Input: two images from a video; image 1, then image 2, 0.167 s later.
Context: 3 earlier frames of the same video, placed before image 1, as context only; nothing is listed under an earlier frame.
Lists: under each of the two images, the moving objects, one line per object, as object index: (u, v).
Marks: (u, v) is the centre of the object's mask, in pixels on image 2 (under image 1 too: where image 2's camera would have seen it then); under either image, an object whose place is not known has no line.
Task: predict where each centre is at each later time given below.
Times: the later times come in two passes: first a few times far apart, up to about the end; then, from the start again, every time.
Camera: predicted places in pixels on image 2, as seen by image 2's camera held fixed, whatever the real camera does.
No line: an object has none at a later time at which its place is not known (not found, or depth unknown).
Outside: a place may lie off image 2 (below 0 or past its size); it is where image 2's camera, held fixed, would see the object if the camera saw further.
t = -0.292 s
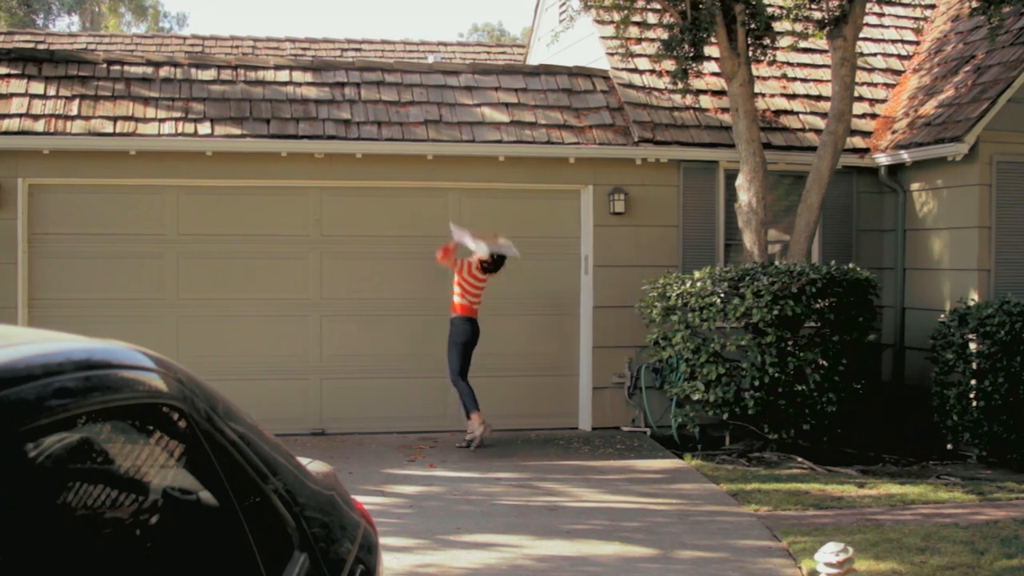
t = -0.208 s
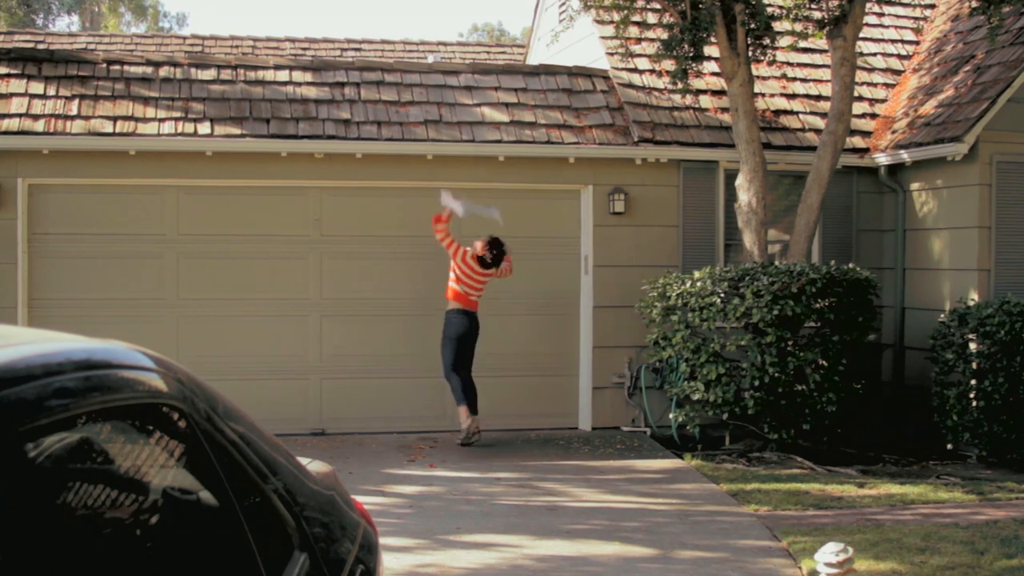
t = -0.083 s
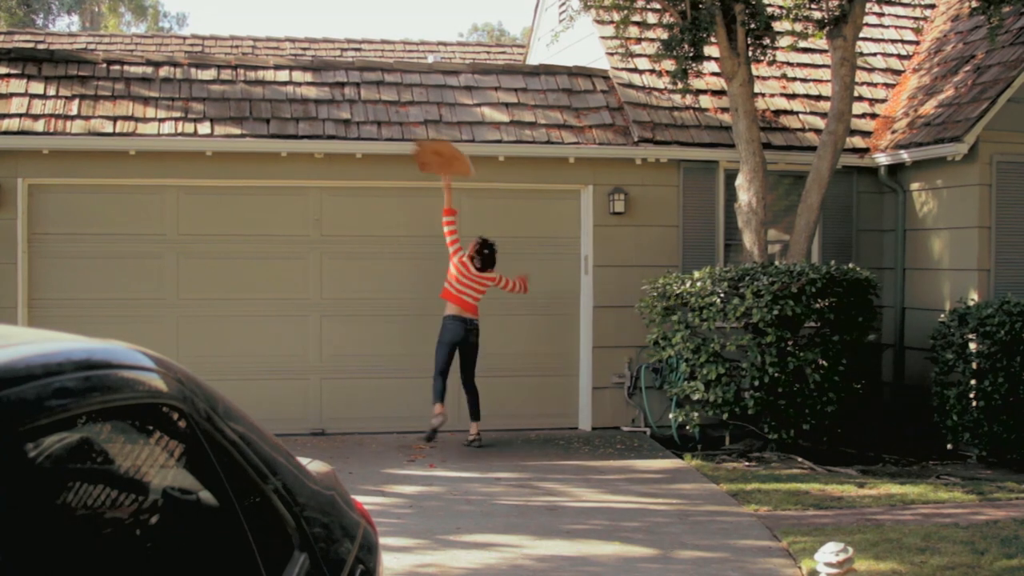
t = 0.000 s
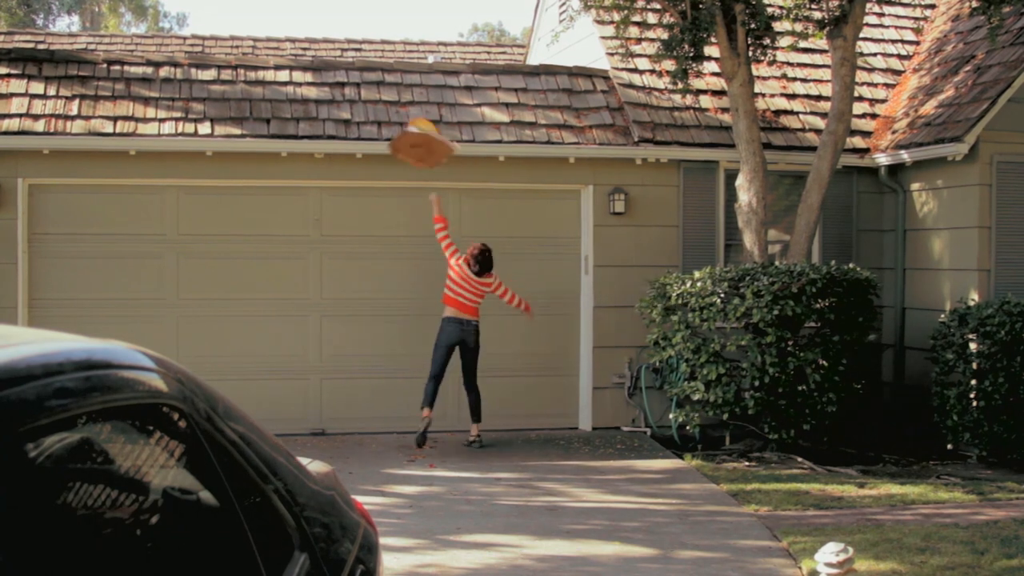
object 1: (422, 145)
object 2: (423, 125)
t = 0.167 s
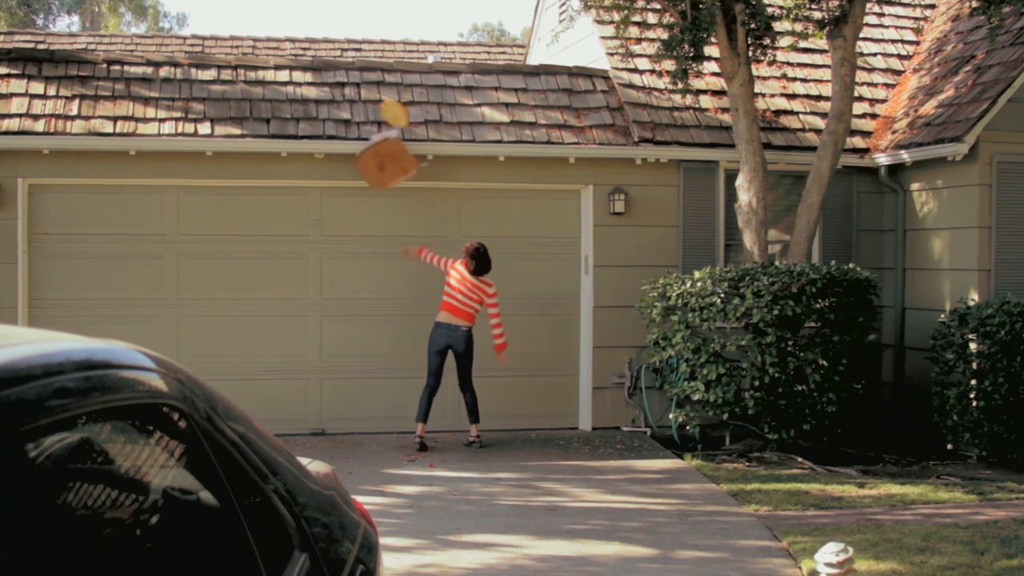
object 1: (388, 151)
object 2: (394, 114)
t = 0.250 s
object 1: (375, 165)
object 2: (380, 117)
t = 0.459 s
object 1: (348, 242)
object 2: (362, 128)
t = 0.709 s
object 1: (335, 343)
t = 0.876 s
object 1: (322, 409)
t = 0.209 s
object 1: (381, 158)
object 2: (387, 114)
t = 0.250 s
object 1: (375, 165)
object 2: (380, 117)
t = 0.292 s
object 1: (368, 176)
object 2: (372, 123)
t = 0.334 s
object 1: (362, 200)
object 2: (367, 126)
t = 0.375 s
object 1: (357, 216)
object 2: (366, 128)
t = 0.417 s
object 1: (353, 232)
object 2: (364, 127)
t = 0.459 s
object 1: (348, 242)
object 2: (362, 128)
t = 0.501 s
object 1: (345, 253)
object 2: (360, 131)
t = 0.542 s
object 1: (343, 267)
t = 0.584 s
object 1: (341, 284)
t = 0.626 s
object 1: (339, 299)
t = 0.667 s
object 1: (338, 315)
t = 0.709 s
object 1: (335, 343)
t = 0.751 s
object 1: (327, 365)
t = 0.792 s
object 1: (324, 379)
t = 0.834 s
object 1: (323, 394)
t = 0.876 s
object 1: (322, 409)
